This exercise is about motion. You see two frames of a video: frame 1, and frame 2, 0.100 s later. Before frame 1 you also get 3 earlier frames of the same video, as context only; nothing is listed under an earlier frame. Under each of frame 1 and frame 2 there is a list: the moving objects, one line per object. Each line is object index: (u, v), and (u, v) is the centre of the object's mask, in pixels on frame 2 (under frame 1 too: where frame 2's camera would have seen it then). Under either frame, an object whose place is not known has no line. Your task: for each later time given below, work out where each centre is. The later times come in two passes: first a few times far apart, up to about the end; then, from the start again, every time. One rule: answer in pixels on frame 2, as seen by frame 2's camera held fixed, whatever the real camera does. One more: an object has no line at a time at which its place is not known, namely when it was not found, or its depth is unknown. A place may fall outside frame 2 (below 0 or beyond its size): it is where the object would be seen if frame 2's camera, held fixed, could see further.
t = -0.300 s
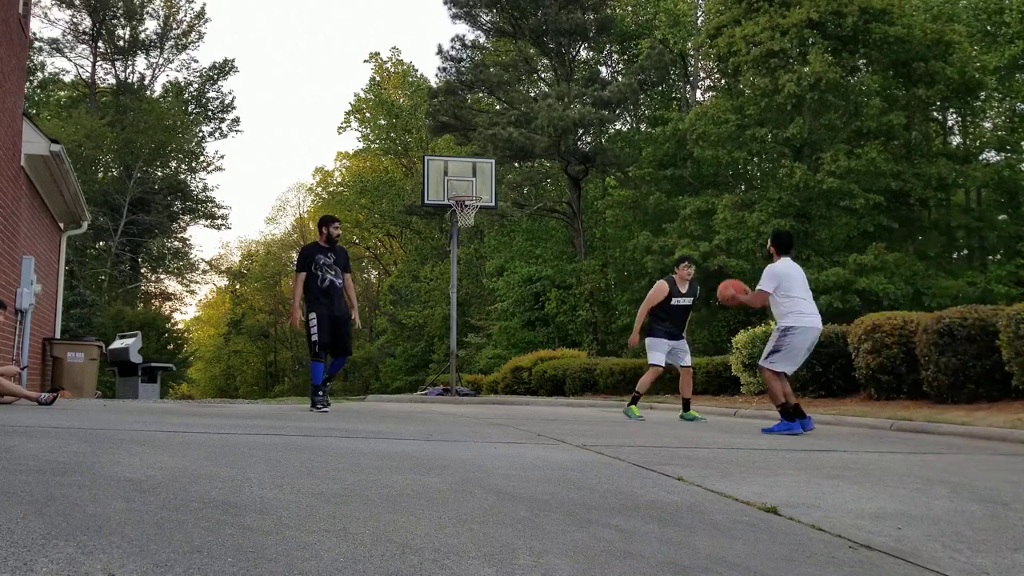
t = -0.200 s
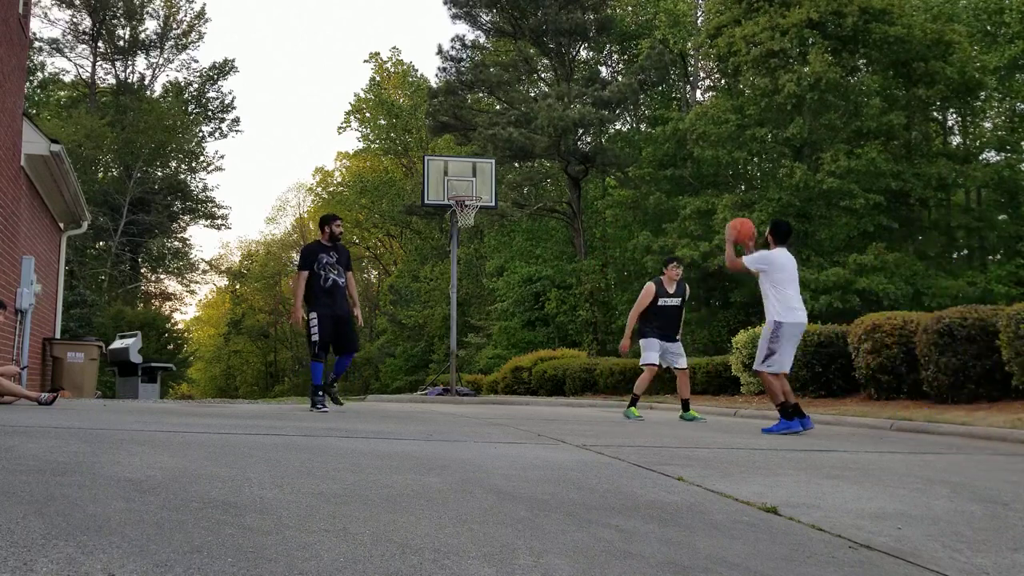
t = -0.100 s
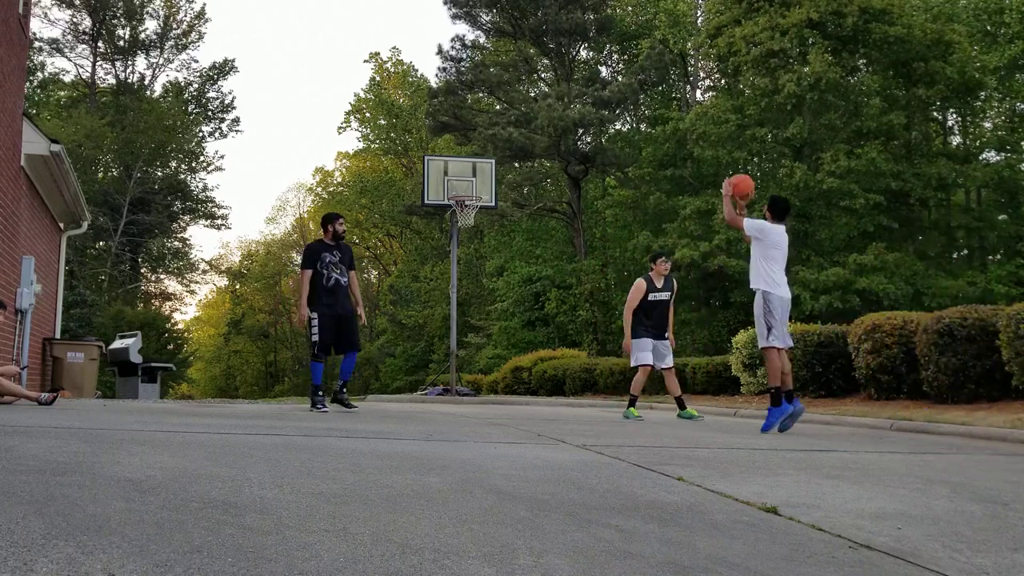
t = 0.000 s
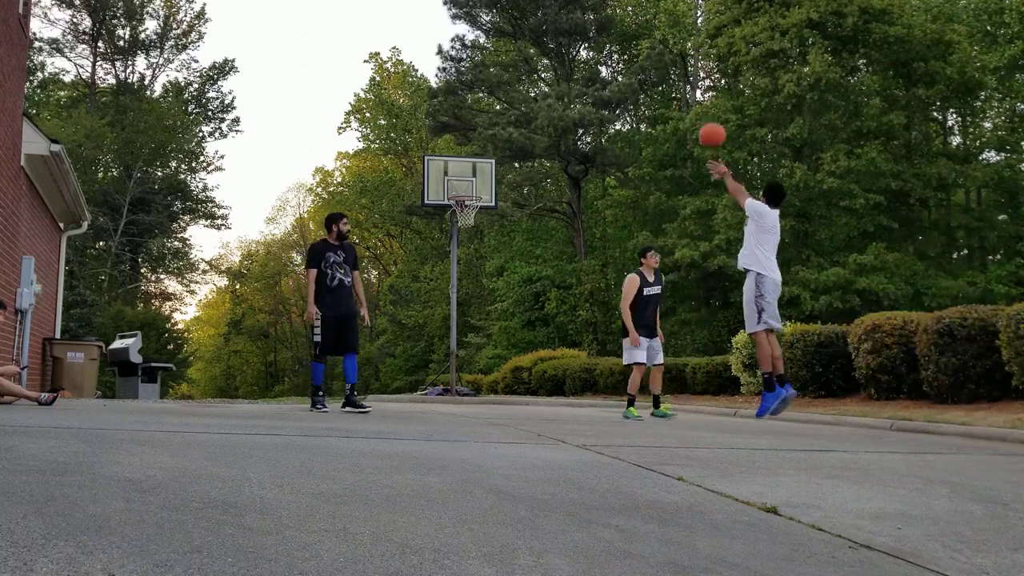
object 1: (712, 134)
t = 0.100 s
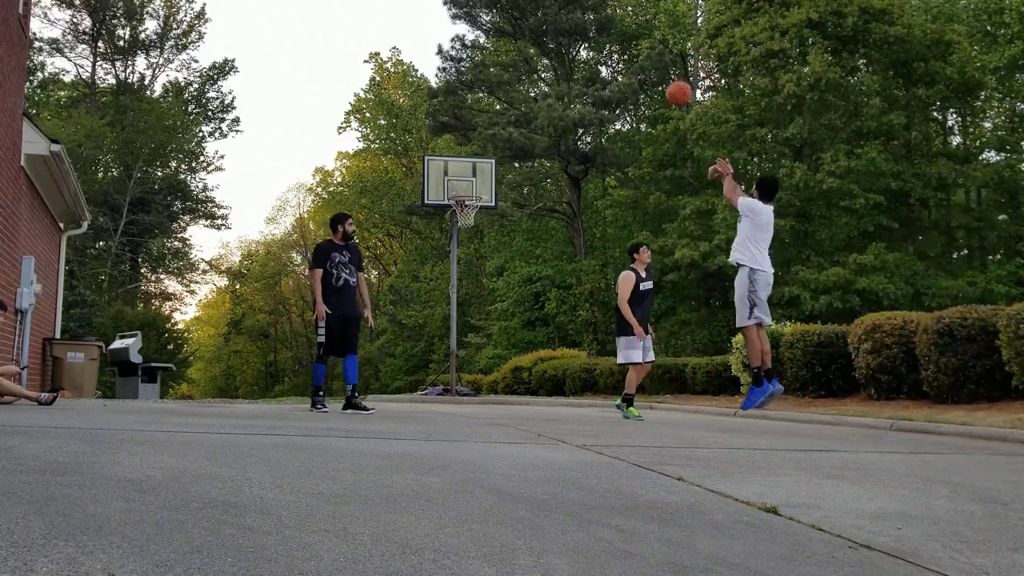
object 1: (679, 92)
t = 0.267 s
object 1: (631, 50)
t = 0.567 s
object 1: (561, 44)
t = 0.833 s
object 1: (512, 92)
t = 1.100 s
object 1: (471, 176)
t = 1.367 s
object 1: (462, 151)
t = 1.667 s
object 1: (457, 142)
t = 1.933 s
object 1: (453, 183)
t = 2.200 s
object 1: (447, 275)
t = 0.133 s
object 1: (668, 81)
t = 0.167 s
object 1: (658, 72)
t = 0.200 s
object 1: (648, 64)
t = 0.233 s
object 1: (639, 57)
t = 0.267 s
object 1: (631, 50)
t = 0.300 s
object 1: (622, 46)
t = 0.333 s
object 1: (613, 42)
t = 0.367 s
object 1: (605, 40)
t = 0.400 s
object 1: (597, 39)
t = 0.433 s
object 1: (590, 37)
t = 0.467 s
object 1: (582, 38)
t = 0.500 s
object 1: (575, 39)
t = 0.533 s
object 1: (567, 41)
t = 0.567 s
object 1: (561, 44)
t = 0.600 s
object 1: (554, 47)
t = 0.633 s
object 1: (548, 52)
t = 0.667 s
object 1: (541, 56)
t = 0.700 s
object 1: (535, 61)
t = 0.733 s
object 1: (529, 68)
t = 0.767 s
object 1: (523, 75)
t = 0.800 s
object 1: (518, 83)
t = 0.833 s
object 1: (512, 92)
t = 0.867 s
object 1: (506, 100)
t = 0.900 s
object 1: (501, 109)
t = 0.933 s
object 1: (496, 119)
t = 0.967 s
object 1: (491, 129)
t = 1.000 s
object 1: (485, 141)
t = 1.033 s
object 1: (480, 152)
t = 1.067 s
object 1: (476, 164)
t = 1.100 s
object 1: (471, 176)
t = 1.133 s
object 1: (466, 188)
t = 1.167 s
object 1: (464, 189)
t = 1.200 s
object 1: (463, 181)
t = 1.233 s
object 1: (463, 173)
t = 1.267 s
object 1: (463, 167)
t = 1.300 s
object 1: (462, 161)
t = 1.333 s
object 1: (462, 155)
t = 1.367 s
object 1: (462, 151)
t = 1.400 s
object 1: (462, 147)
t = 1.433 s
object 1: (461, 144)
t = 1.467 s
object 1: (460, 142)
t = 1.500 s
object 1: (460, 140)
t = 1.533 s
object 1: (459, 139)
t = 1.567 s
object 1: (459, 139)
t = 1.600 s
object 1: (459, 139)
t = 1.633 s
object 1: (459, 140)
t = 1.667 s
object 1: (457, 142)
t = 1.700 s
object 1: (457, 145)
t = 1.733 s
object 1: (456, 147)
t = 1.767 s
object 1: (455, 151)
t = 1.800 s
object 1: (455, 156)
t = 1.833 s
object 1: (455, 162)
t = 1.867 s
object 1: (454, 168)
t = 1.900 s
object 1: (453, 175)
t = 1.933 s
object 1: (453, 183)
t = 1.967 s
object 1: (452, 192)
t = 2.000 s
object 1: (452, 202)
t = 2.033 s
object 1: (451, 211)
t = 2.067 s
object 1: (450, 222)
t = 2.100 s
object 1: (450, 234)
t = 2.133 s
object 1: (449, 247)
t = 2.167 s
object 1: (448, 260)
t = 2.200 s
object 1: (447, 275)
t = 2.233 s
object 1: (446, 291)
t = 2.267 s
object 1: (445, 307)
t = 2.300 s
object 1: (445, 324)
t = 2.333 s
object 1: (443, 343)
